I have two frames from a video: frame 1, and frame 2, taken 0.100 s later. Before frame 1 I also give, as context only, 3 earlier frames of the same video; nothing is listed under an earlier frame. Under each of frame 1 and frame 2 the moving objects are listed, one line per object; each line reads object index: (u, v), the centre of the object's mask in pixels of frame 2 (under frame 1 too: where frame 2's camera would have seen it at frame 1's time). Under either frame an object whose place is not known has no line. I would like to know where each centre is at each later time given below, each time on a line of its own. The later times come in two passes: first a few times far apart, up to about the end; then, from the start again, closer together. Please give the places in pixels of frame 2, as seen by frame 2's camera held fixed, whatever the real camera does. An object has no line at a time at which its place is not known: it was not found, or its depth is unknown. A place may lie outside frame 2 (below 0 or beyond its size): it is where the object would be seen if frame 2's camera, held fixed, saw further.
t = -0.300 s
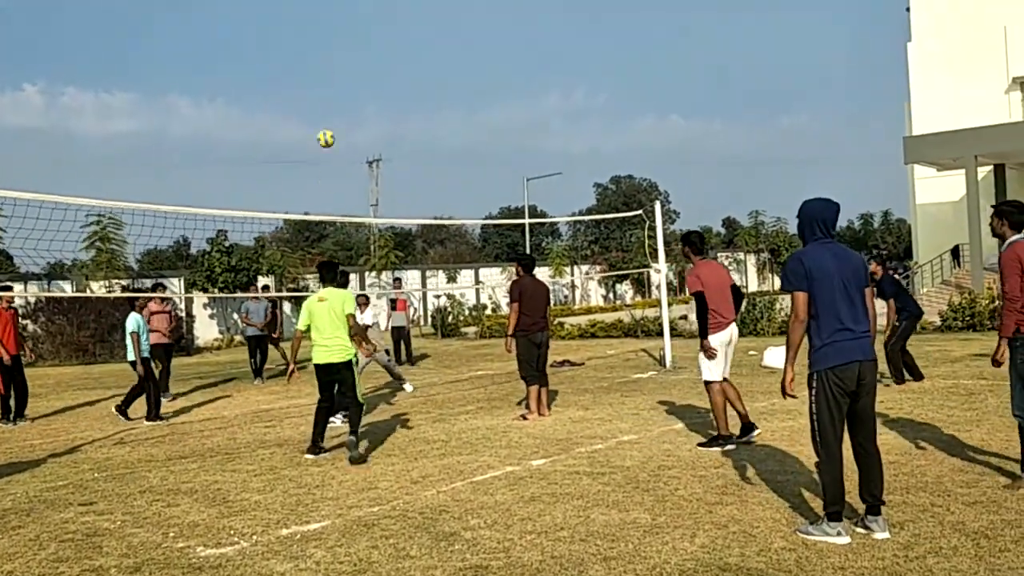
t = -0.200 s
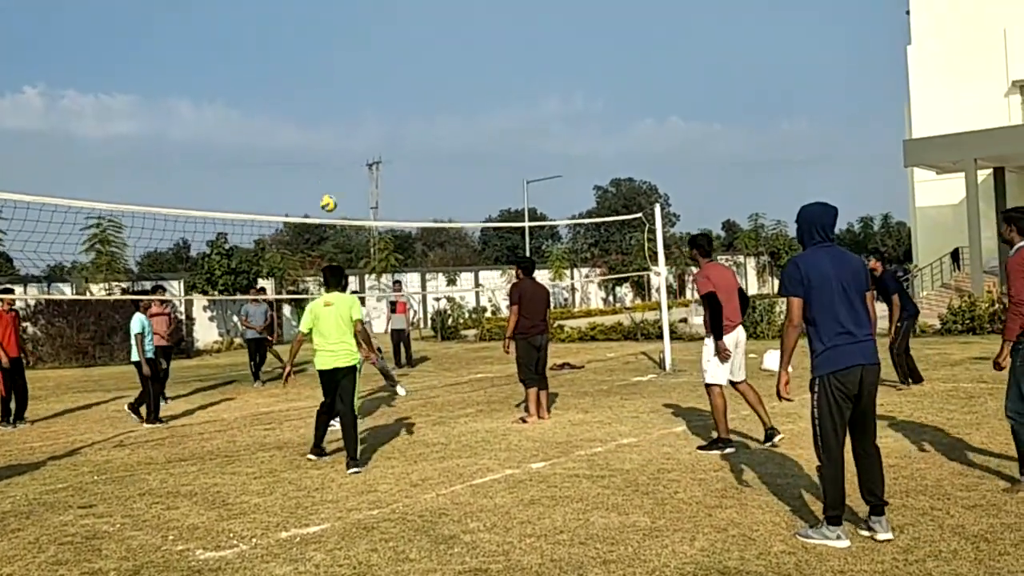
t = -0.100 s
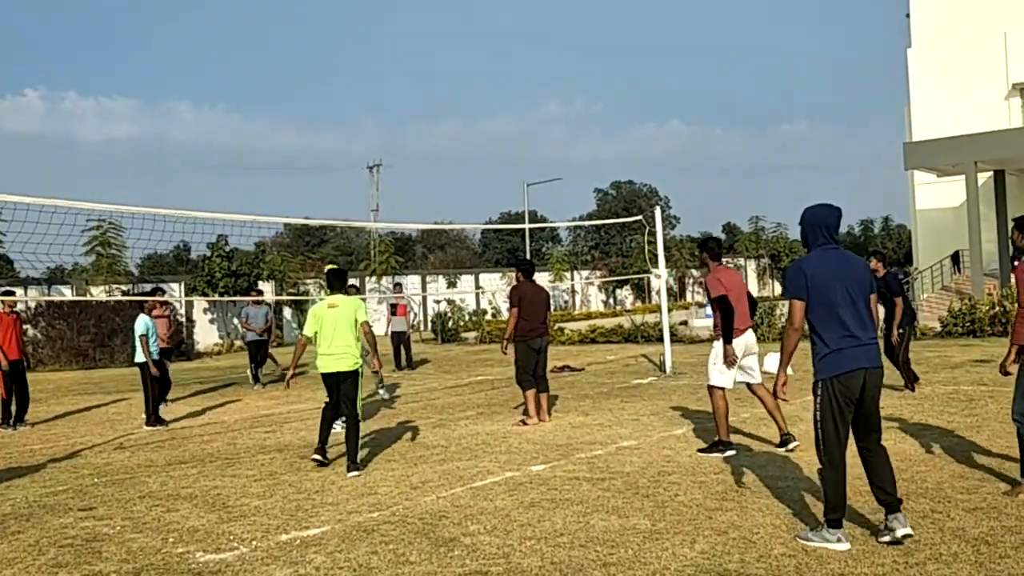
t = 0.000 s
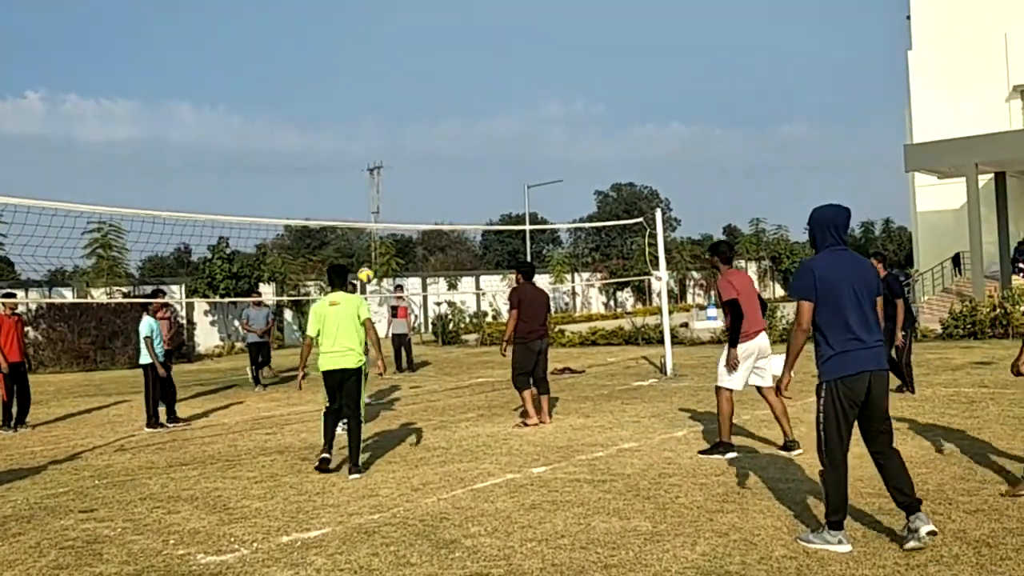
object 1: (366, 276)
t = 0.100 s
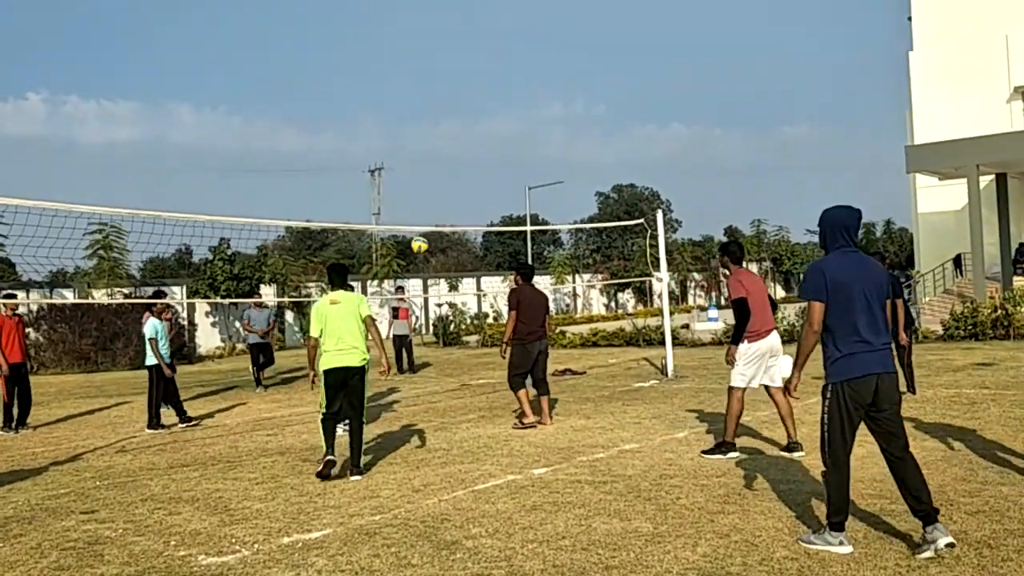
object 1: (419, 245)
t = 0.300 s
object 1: (512, 201)
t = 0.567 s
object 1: (638, 189)
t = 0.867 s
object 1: (810, 263)
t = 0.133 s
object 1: (437, 236)
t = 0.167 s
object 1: (456, 228)
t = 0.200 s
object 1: (470, 220)
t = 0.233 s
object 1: (484, 213)
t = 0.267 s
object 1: (498, 207)
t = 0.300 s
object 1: (512, 201)
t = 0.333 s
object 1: (527, 196)
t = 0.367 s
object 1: (542, 192)
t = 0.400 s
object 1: (558, 189)
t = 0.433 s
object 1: (573, 187)
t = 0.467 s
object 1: (589, 186)
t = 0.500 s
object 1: (605, 186)
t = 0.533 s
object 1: (622, 186)
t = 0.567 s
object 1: (638, 189)
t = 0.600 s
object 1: (656, 192)
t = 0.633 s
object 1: (674, 197)
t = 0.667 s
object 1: (692, 203)
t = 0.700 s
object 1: (711, 209)
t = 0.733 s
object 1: (730, 218)
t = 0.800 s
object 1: (769, 236)
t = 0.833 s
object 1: (790, 249)
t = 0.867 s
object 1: (810, 263)
